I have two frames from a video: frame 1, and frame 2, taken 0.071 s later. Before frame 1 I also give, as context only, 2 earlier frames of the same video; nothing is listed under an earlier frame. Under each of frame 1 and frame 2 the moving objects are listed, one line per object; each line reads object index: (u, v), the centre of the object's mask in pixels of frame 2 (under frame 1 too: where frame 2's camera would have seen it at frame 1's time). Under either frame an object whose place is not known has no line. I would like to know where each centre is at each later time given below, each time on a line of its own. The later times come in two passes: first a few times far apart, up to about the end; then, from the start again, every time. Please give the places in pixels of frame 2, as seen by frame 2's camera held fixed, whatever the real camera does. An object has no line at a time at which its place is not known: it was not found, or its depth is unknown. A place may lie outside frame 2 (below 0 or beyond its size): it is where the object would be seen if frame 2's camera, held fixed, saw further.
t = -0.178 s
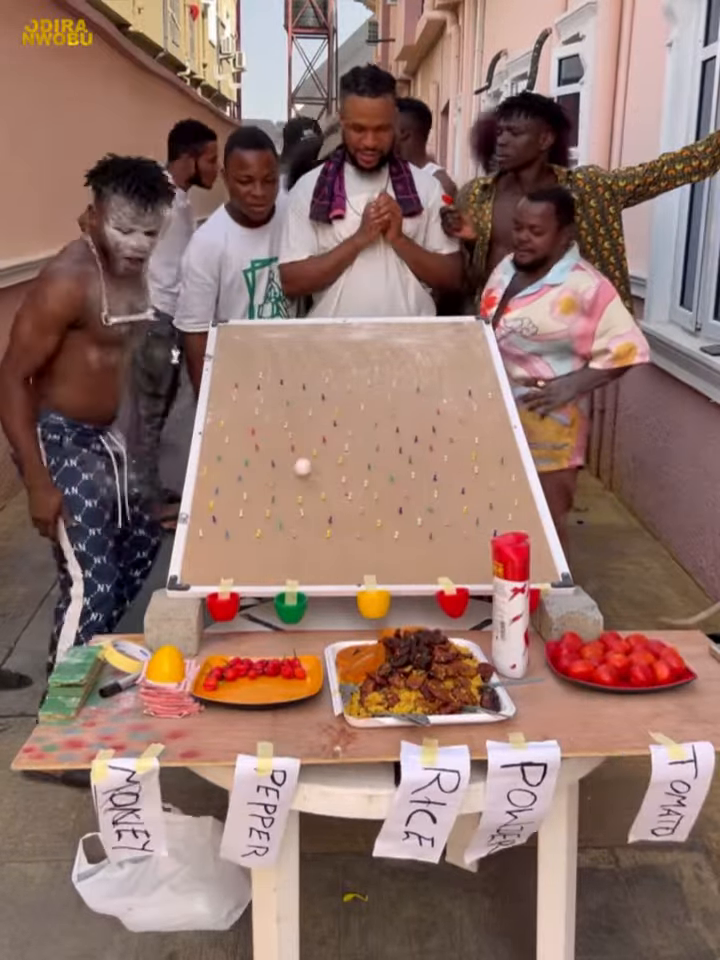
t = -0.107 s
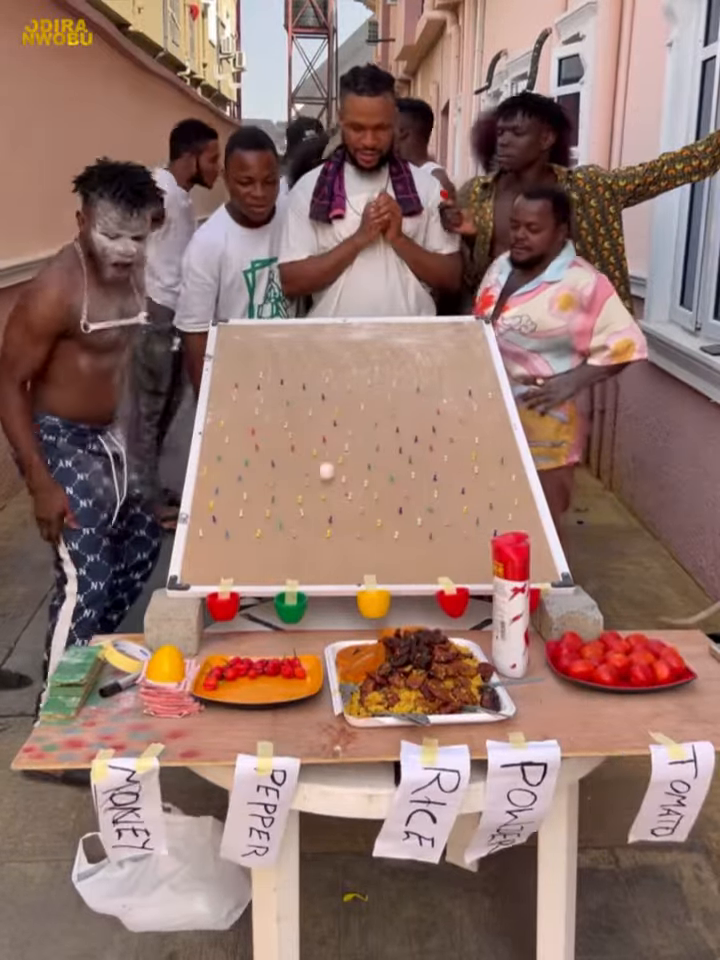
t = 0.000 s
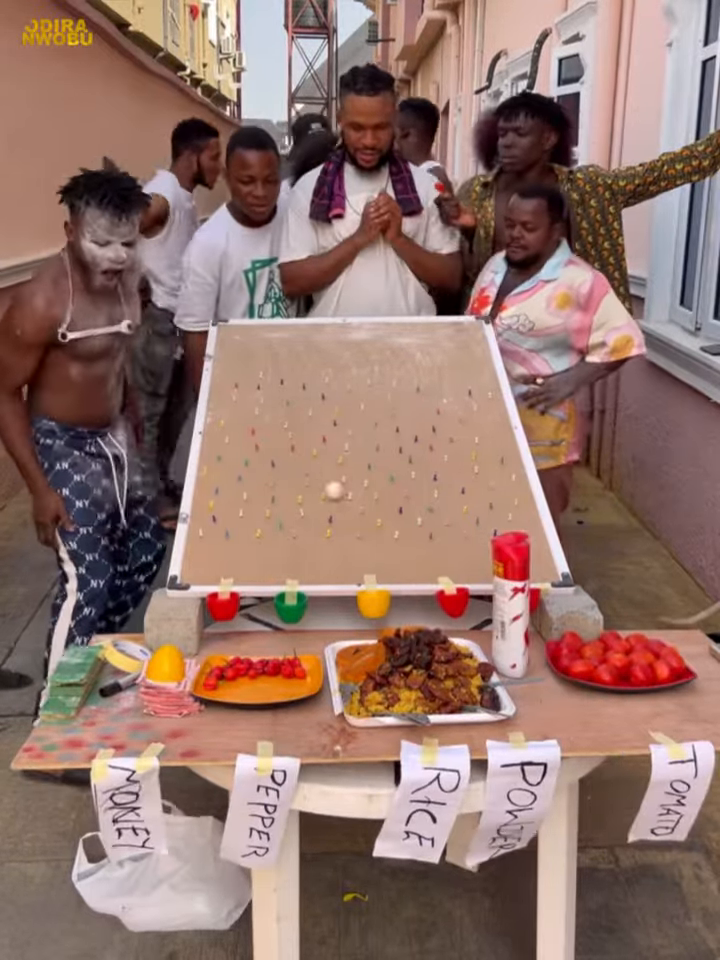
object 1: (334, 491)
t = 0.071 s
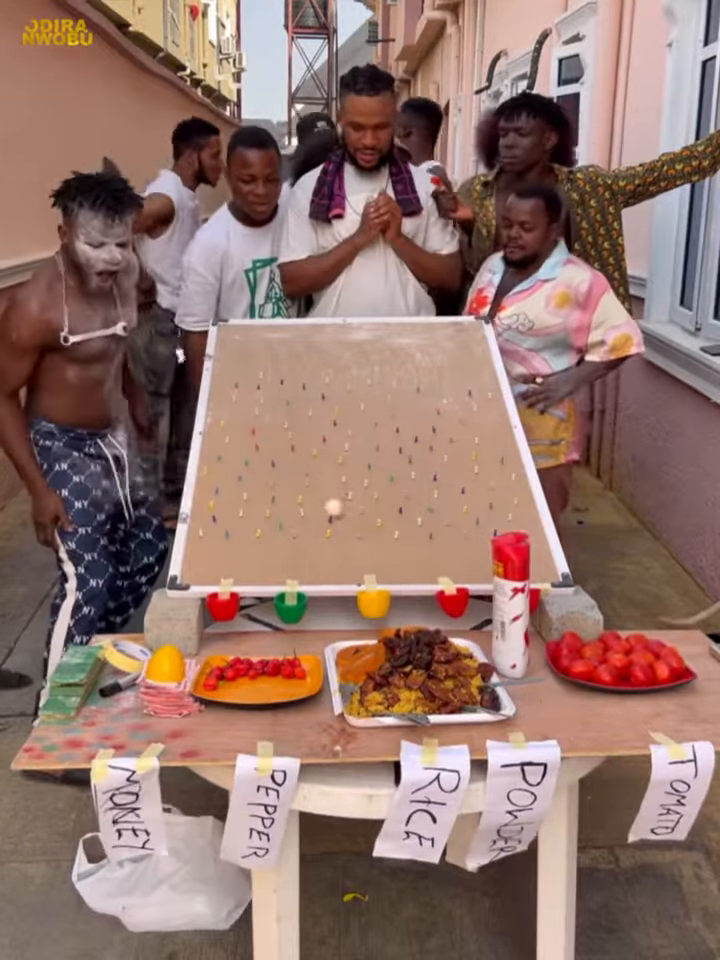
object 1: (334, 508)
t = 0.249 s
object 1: (349, 506)
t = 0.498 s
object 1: (342, 543)
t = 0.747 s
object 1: (325, 606)
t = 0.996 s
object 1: (295, 642)
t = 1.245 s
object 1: (277, 677)
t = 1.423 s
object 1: (262, 687)
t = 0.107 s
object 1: (337, 503)
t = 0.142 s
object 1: (344, 498)
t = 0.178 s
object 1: (352, 500)
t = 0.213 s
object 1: (351, 500)
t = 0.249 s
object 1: (349, 506)
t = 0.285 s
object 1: (348, 509)
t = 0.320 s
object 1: (347, 513)
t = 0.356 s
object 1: (346, 518)
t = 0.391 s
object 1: (346, 524)
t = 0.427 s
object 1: (345, 529)
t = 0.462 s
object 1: (343, 537)
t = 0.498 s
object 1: (342, 543)
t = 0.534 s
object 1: (342, 551)
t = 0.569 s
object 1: (340, 561)
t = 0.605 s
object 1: (338, 569)
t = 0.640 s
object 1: (335, 571)
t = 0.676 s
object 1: (333, 570)
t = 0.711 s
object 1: (328, 589)
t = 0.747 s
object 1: (325, 606)
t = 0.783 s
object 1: (323, 628)
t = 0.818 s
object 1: (317, 621)
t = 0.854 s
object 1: (315, 611)
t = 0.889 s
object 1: (310, 606)
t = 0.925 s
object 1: (306, 610)
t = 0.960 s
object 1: (301, 619)
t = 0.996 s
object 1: (295, 642)
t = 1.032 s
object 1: (293, 645)
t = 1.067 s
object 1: (290, 652)
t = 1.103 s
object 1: (289, 653)
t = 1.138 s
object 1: (287, 655)
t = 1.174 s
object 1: (284, 662)
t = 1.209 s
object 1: (283, 672)
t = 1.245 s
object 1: (277, 677)
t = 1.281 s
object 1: (275, 679)
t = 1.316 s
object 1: (271, 681)
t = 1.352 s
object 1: (269, 683)
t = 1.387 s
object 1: (265, 686)
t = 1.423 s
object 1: (262, 687)
